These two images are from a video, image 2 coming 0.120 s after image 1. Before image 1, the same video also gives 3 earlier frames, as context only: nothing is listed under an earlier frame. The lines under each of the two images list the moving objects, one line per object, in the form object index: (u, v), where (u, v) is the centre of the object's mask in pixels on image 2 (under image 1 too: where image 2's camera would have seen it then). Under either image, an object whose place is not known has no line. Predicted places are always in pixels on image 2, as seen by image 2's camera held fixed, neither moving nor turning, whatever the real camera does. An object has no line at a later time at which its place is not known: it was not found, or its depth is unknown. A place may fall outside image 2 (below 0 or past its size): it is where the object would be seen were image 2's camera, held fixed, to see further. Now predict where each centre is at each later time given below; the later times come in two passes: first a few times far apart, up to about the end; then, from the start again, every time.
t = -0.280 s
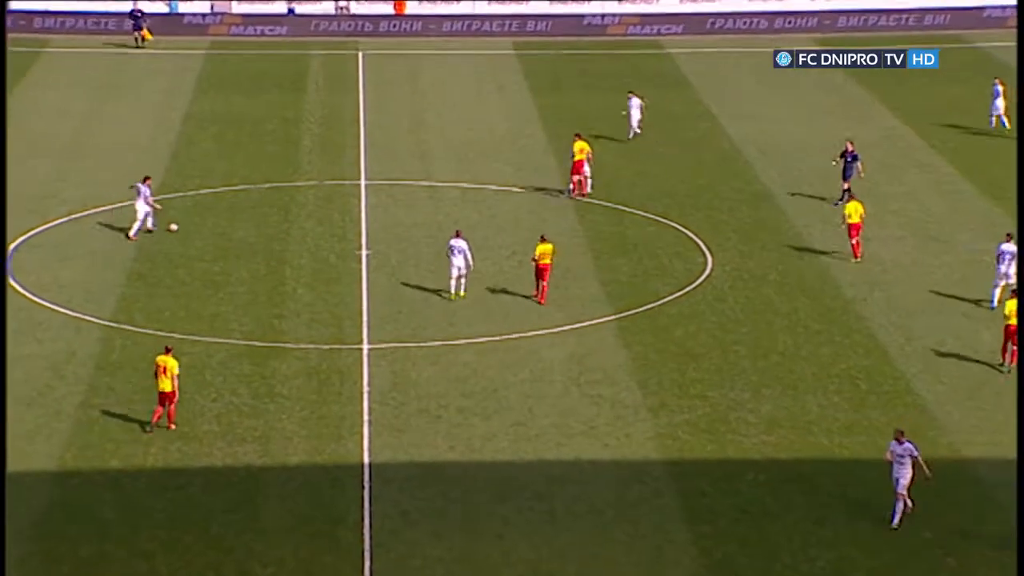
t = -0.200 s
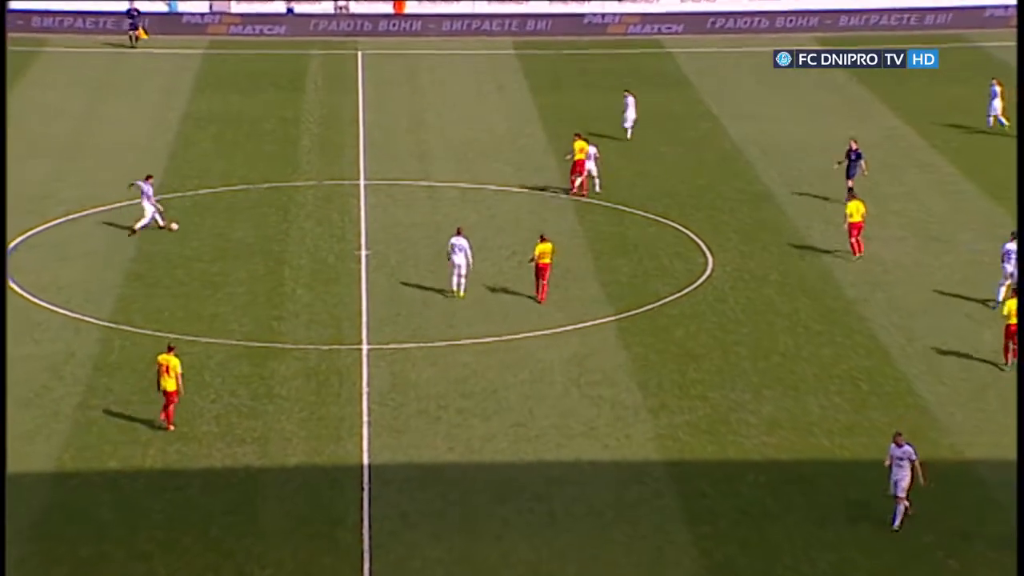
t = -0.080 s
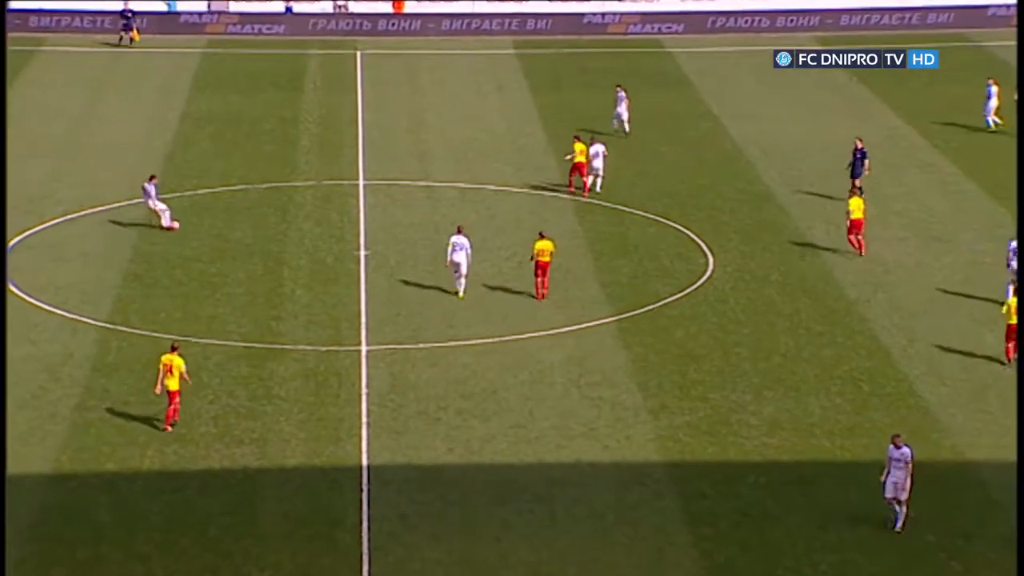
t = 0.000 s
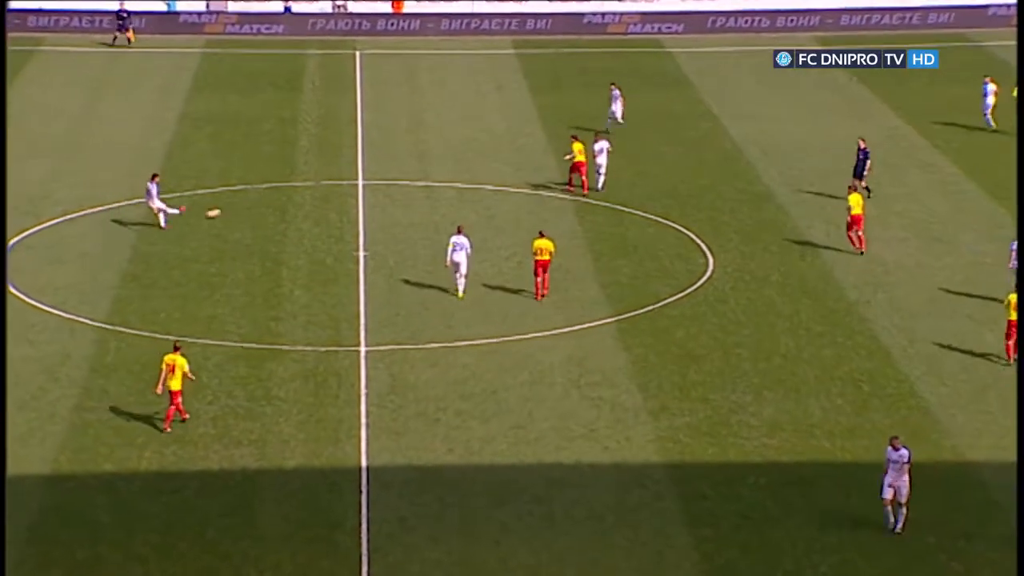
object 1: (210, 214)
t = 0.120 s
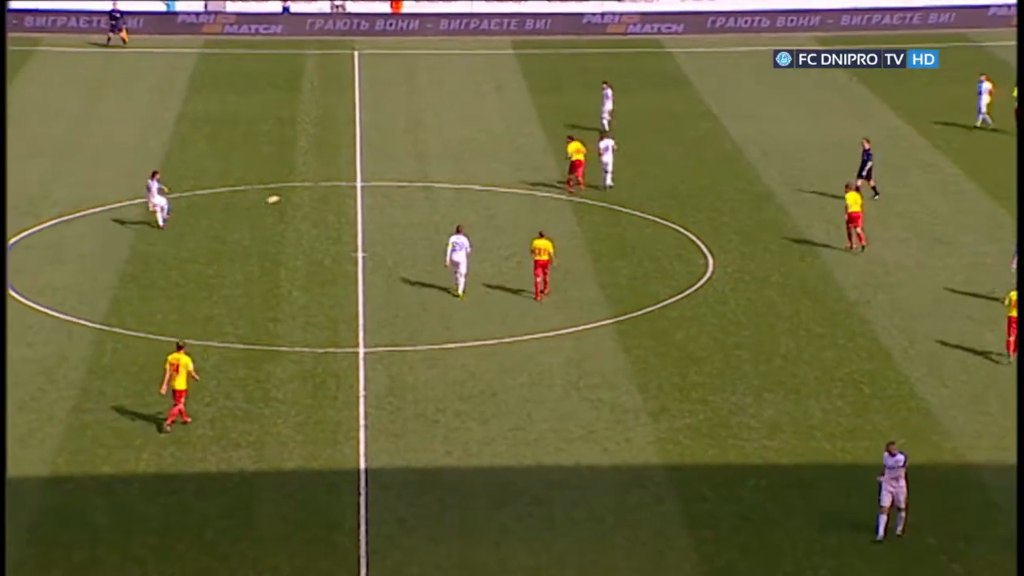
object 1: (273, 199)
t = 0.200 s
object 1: (308, 188)
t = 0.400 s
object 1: (386, 169)
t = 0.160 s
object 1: (291, 193)
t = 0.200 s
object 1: (308, 188)
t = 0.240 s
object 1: (325, 184)
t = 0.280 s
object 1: (342, 180)
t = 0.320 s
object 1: (356, 176)
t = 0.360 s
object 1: (372, 172)
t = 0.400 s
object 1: (386, 169)
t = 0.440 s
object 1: (399, 165)
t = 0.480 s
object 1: (411, 161)
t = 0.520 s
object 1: (422, 158)
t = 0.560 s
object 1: (434, 156)
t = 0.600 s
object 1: (444, 153)
